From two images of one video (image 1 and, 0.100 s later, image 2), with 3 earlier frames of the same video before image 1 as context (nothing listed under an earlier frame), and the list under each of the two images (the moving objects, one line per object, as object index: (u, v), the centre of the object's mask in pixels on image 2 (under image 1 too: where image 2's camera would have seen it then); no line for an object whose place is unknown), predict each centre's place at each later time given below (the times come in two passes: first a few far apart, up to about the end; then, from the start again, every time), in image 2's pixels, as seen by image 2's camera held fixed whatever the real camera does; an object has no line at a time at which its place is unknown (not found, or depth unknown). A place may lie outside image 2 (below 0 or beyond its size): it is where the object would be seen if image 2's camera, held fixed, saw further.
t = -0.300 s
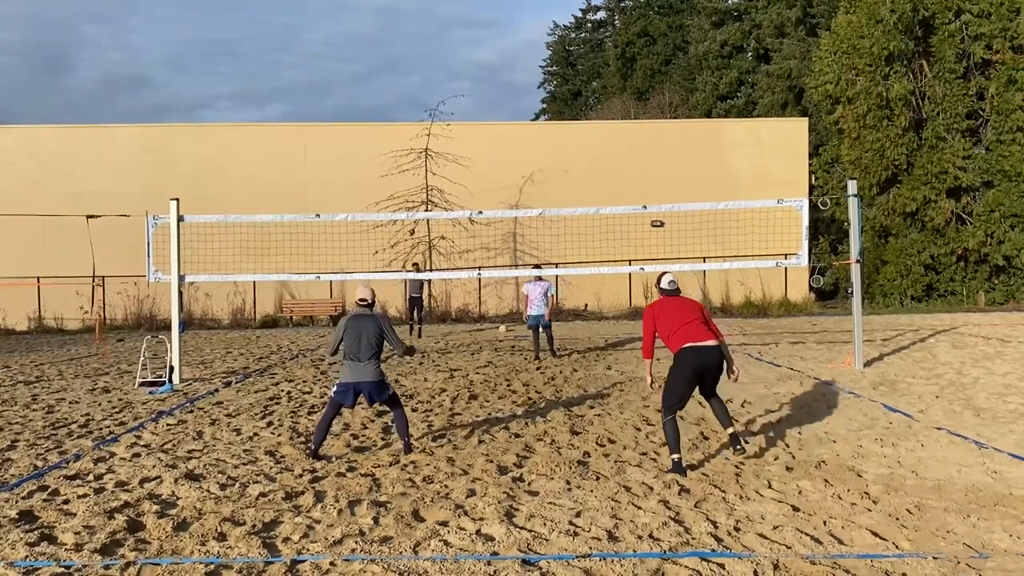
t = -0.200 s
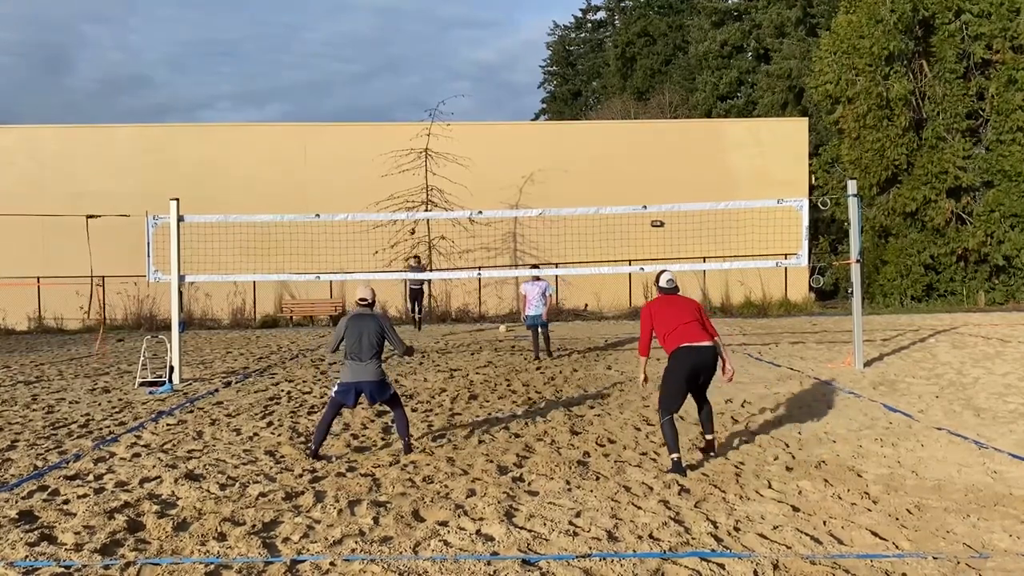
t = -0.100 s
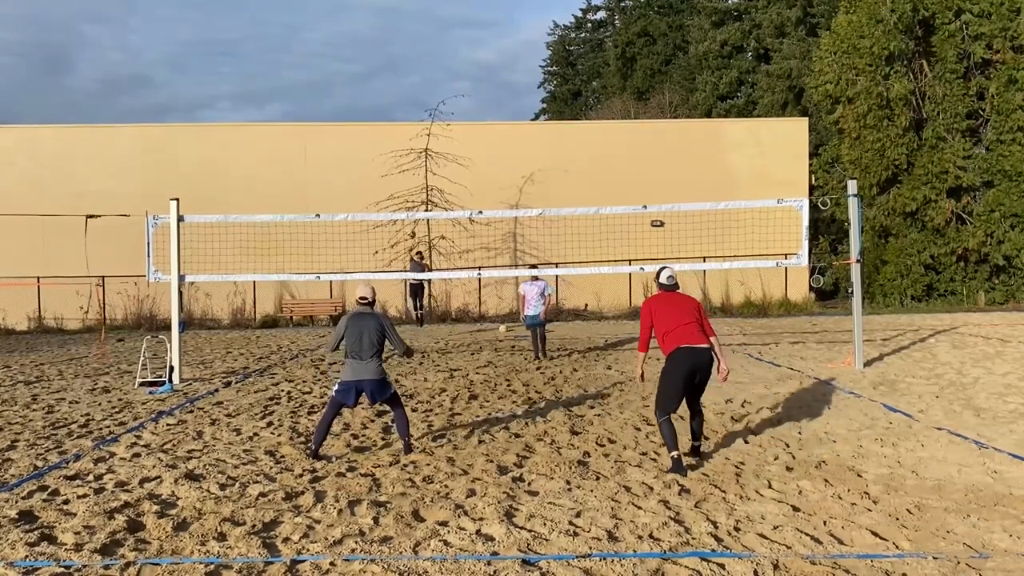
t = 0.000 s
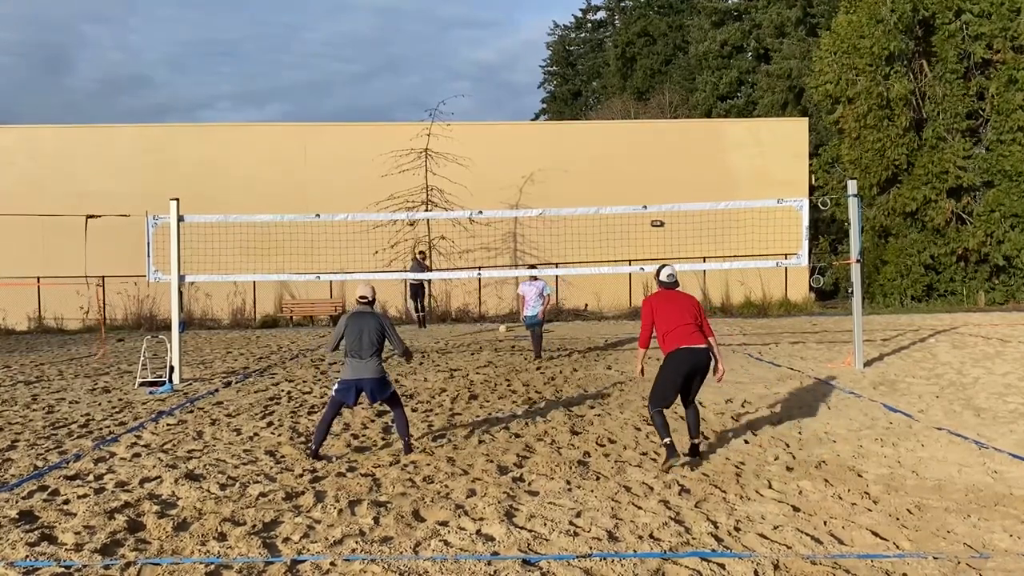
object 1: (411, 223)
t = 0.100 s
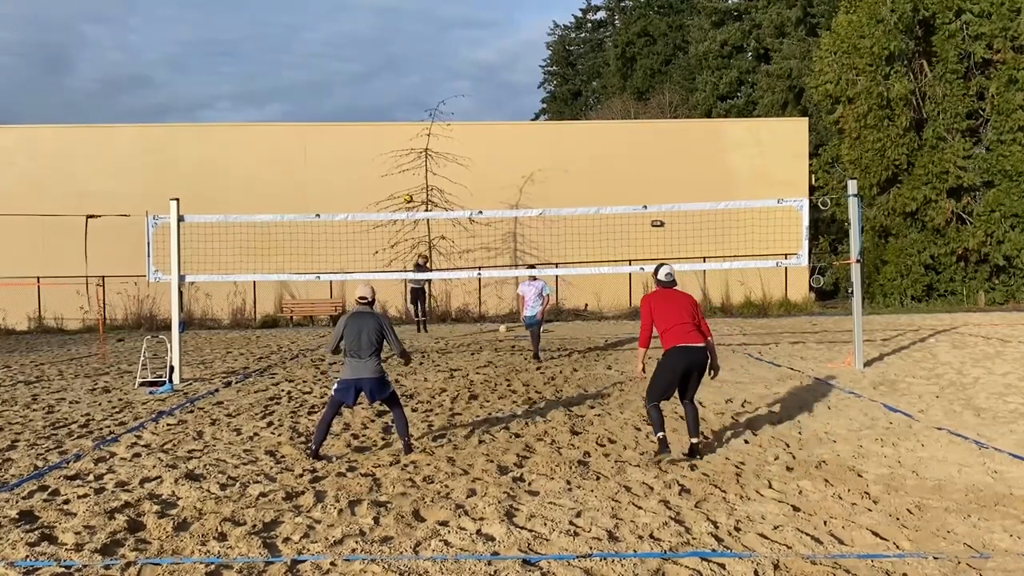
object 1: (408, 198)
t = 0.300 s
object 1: (399, 158)
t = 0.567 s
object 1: (382, 129)
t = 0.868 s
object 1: (358, 157)
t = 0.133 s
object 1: (407, 191)
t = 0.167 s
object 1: (405, 184)
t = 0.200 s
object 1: (404, 176)
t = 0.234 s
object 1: (402, 170)
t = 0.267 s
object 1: (401, 164)
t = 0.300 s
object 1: (399, 158)
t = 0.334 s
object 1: (397, 153)
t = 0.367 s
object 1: (395, 148)
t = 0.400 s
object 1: (393, 143)
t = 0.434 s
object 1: (391, 139)
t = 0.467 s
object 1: (388, 136)
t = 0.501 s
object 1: (386, 133)
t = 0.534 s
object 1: (384, 131)
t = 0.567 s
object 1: (382, 129)
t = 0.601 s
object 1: (379, 129)
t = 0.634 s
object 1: (377, 129)
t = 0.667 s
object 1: (375, 131)
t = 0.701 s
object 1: (372, 133)
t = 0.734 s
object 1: (370, 136)
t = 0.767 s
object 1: (368, 139)
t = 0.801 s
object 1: (365, 144)
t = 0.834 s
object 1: (362, 150)
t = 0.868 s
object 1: (358, 157)
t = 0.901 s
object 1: (354, 165)
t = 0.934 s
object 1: (350, 174)
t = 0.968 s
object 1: (345, 186)
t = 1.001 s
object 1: (340, 199)
